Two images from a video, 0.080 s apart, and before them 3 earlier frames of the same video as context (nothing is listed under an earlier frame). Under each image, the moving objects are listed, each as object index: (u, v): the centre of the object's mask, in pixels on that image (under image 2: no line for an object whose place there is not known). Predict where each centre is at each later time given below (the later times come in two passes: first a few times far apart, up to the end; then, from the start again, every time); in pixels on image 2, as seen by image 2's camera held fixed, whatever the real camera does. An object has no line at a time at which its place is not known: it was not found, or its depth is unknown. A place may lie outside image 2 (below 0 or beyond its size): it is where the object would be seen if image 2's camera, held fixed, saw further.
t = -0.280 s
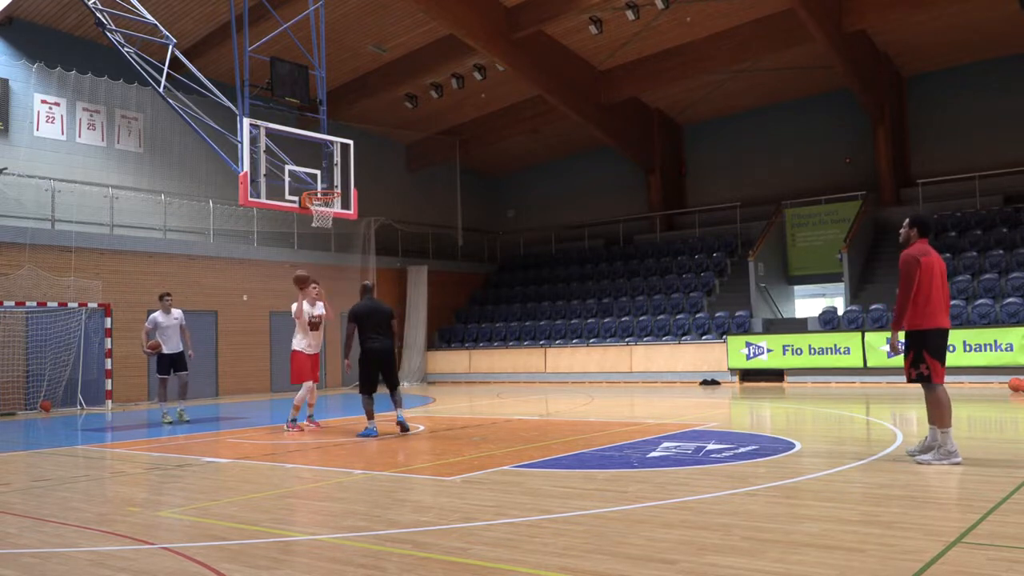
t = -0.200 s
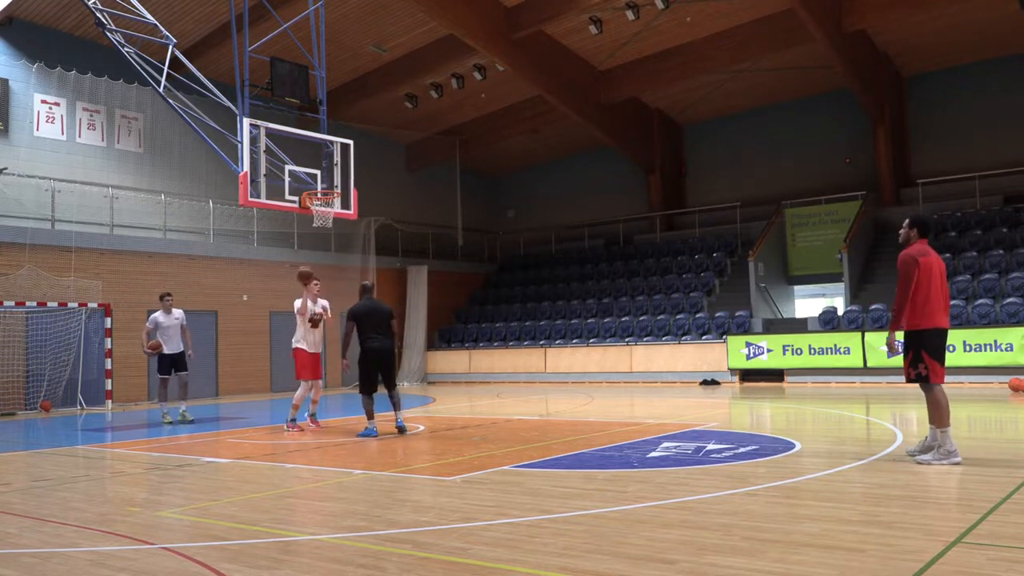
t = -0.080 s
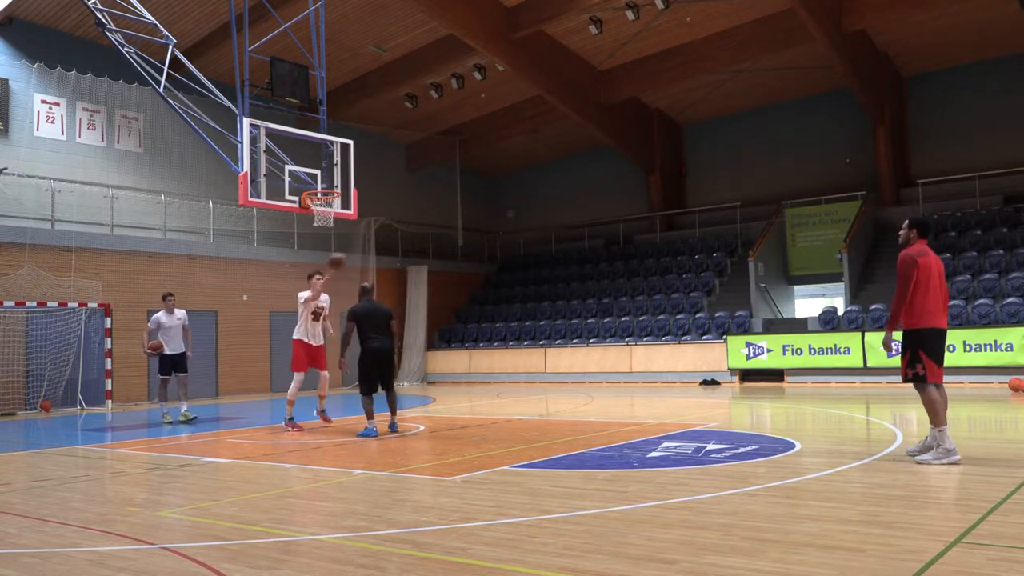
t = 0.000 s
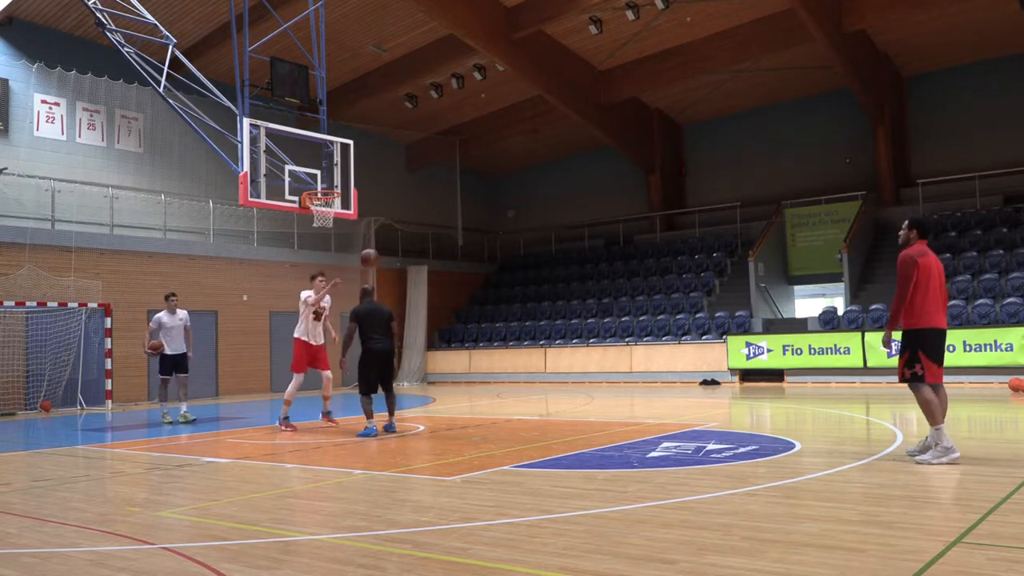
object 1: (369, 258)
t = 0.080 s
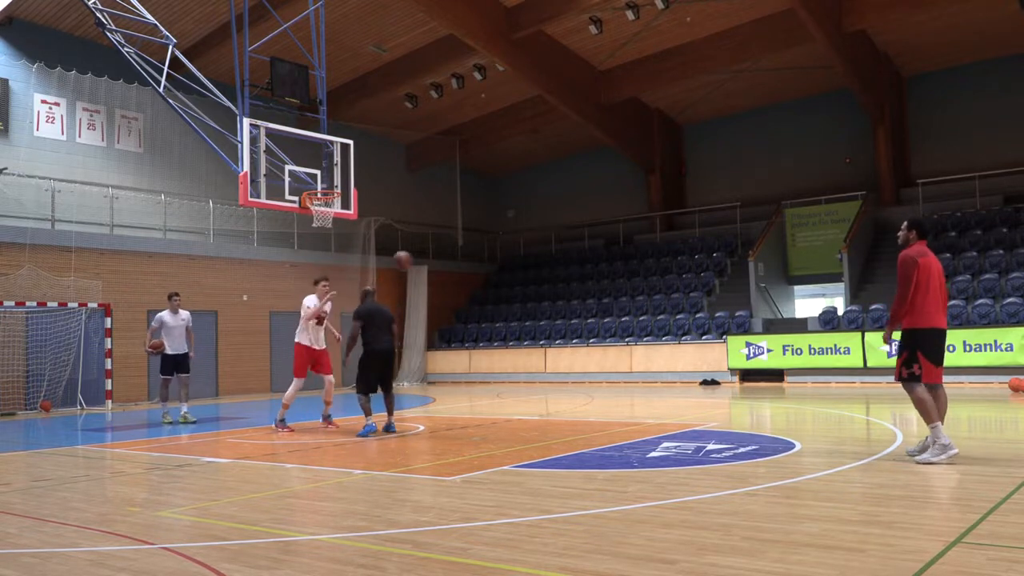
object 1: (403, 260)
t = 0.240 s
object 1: (474, 282)
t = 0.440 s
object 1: (574, 344)
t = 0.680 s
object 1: (691, 408)
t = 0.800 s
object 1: (724, 366)
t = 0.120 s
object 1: (419, 263)
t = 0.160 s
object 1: (437, 269)
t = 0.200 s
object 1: (456, 275)
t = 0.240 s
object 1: (474, 282)
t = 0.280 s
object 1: (493, 291)
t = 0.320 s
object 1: (512, 302)
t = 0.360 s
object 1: (532, 314)
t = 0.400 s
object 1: (553, 328)
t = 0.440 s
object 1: (574, 344)
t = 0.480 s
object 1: (596, 362)
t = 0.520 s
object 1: (618, 382)
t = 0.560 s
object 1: (641, 404)
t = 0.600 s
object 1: (665, 427)
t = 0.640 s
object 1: (680, 424)
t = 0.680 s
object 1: (691, 408)
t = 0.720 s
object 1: (702, 393)
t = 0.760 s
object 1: (713, 379)
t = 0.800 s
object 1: (724, 366)
